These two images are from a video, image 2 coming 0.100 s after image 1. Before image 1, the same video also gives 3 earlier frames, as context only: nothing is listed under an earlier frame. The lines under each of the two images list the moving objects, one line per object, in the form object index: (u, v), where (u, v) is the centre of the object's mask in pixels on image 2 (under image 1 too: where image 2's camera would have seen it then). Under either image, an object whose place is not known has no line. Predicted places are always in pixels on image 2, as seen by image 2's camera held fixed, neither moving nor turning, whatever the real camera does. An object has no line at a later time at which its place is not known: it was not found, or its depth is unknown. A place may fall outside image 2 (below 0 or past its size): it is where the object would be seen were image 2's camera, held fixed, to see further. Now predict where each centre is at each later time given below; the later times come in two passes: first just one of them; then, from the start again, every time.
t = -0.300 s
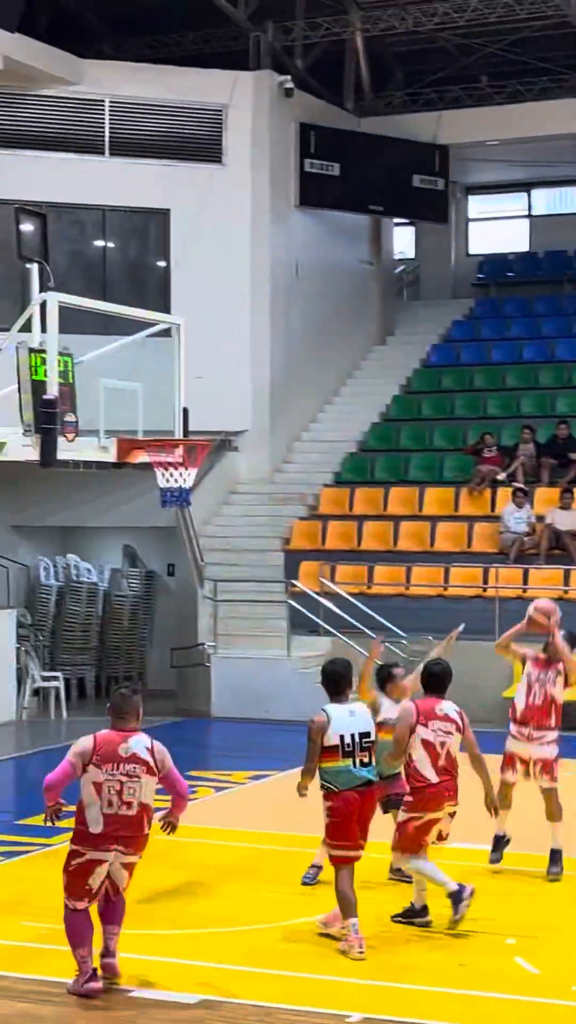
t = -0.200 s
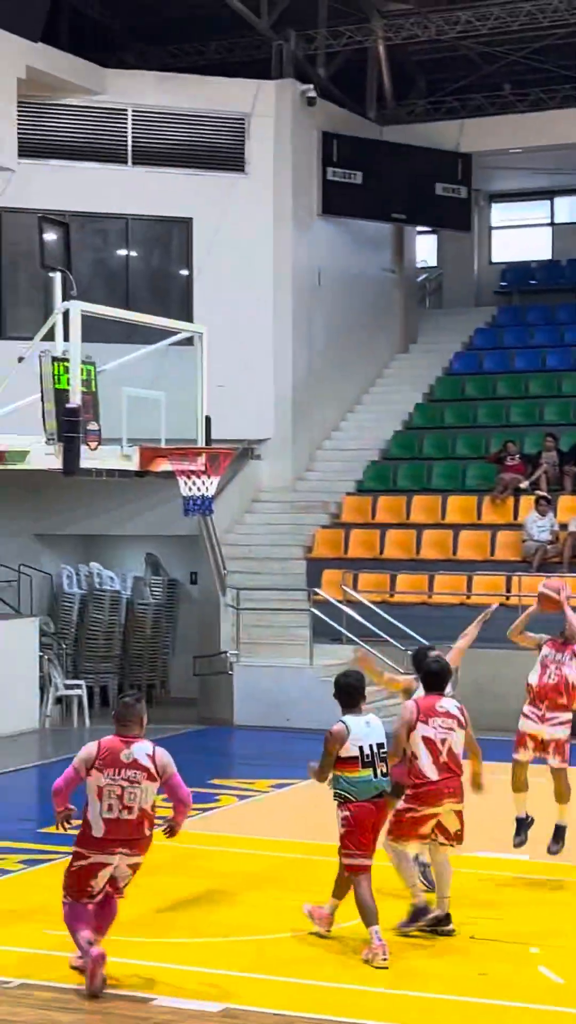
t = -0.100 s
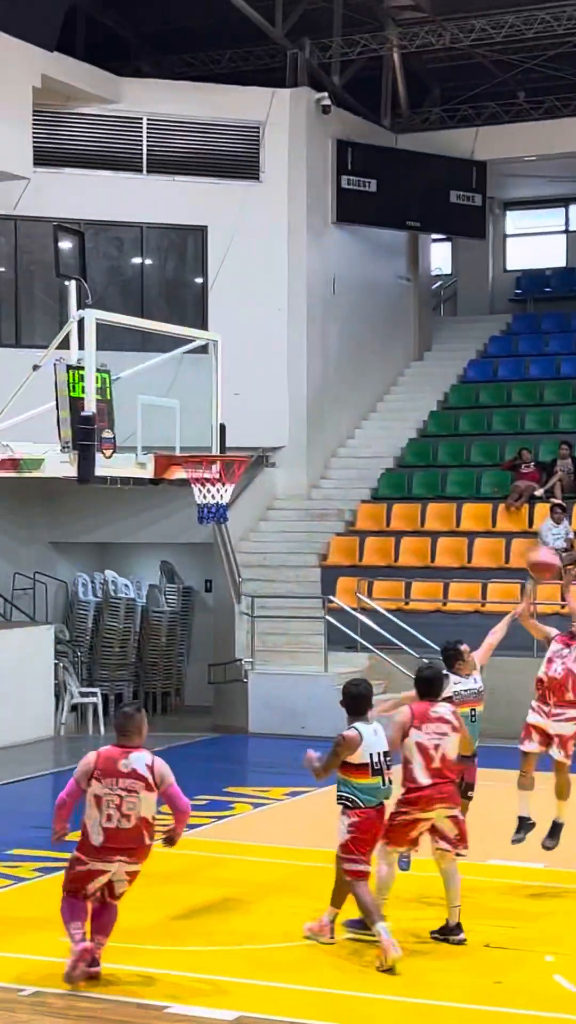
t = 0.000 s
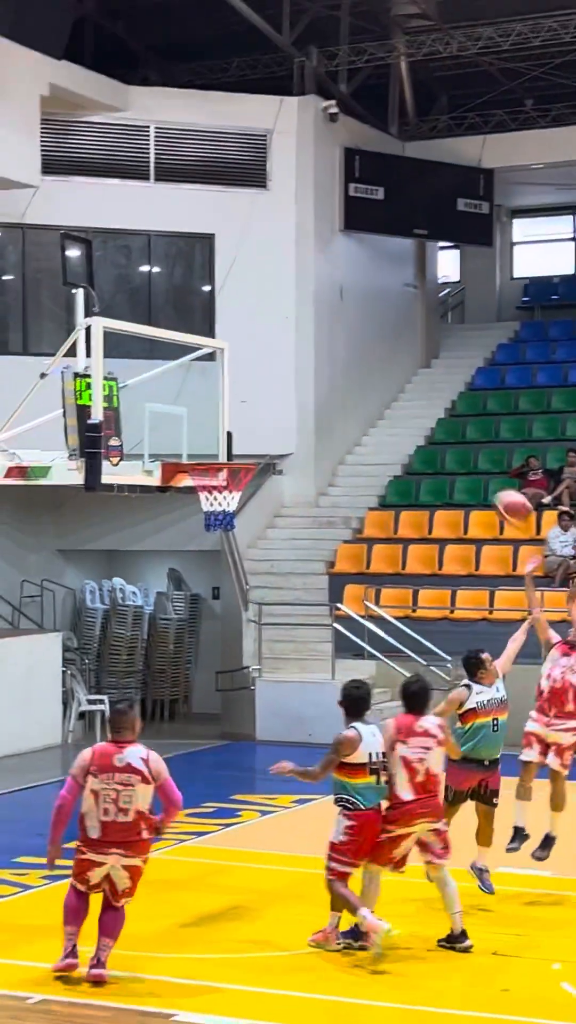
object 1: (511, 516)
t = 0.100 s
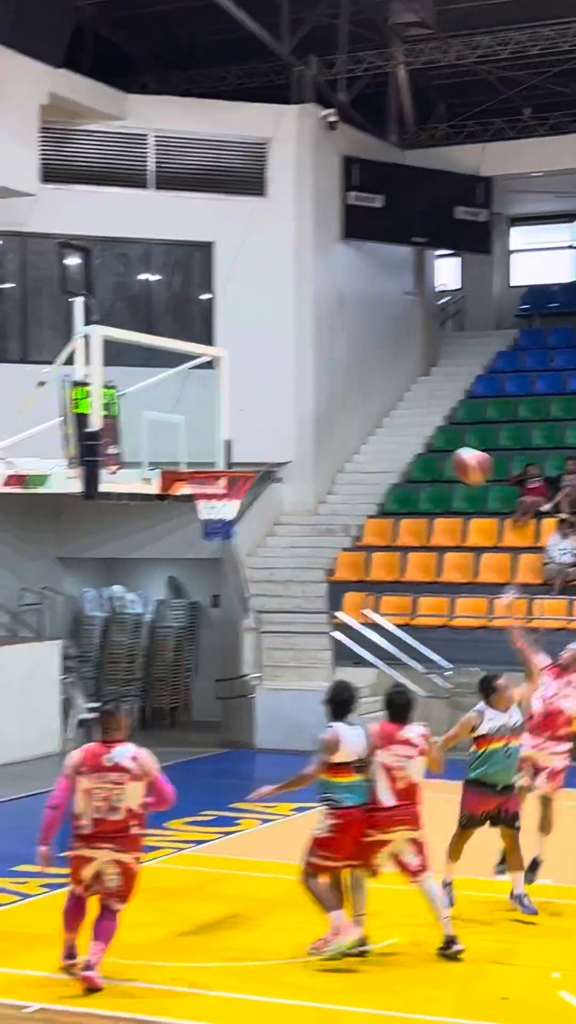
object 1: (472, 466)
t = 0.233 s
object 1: (418, 421)
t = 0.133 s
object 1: (458, 453)
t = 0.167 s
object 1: (445, 441)
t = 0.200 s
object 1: (432, 430)
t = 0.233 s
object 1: (418, 421)
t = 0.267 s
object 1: (404, 413)
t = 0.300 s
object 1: (391, 408)
